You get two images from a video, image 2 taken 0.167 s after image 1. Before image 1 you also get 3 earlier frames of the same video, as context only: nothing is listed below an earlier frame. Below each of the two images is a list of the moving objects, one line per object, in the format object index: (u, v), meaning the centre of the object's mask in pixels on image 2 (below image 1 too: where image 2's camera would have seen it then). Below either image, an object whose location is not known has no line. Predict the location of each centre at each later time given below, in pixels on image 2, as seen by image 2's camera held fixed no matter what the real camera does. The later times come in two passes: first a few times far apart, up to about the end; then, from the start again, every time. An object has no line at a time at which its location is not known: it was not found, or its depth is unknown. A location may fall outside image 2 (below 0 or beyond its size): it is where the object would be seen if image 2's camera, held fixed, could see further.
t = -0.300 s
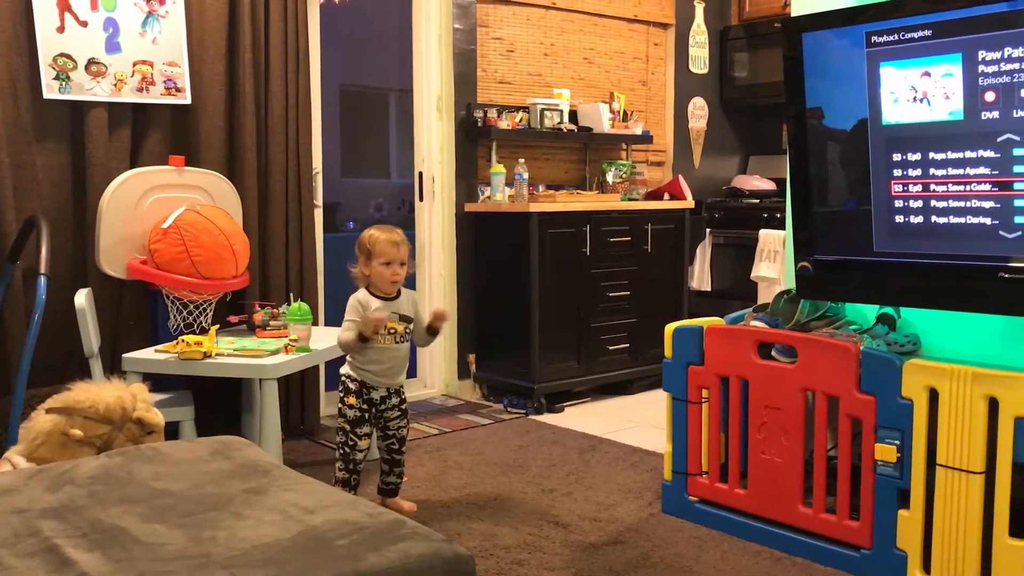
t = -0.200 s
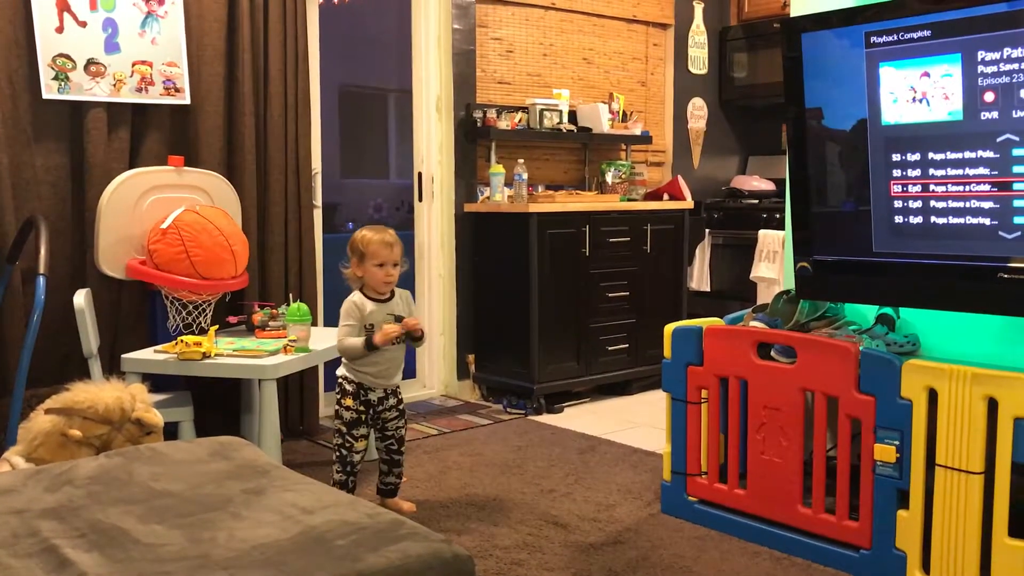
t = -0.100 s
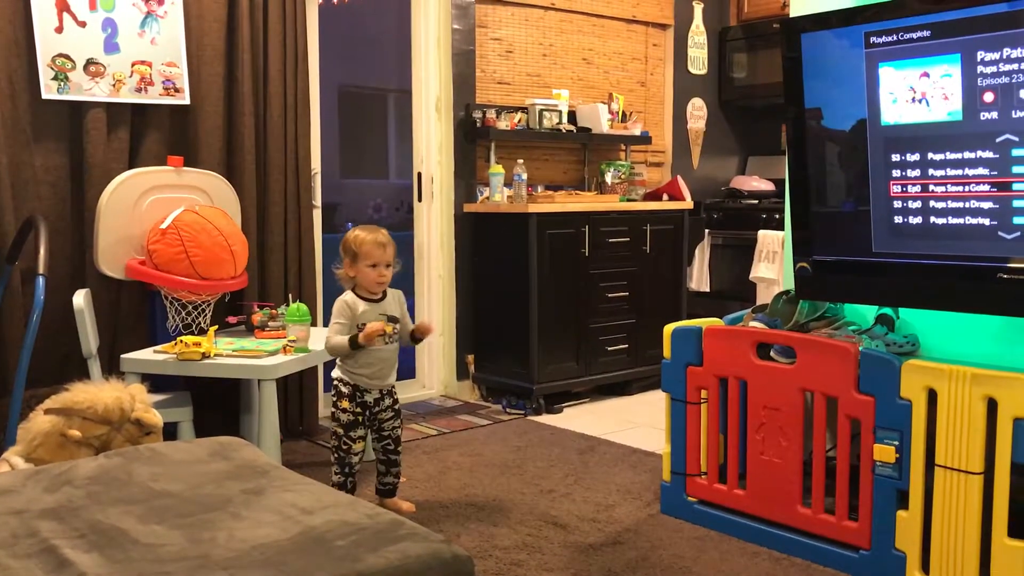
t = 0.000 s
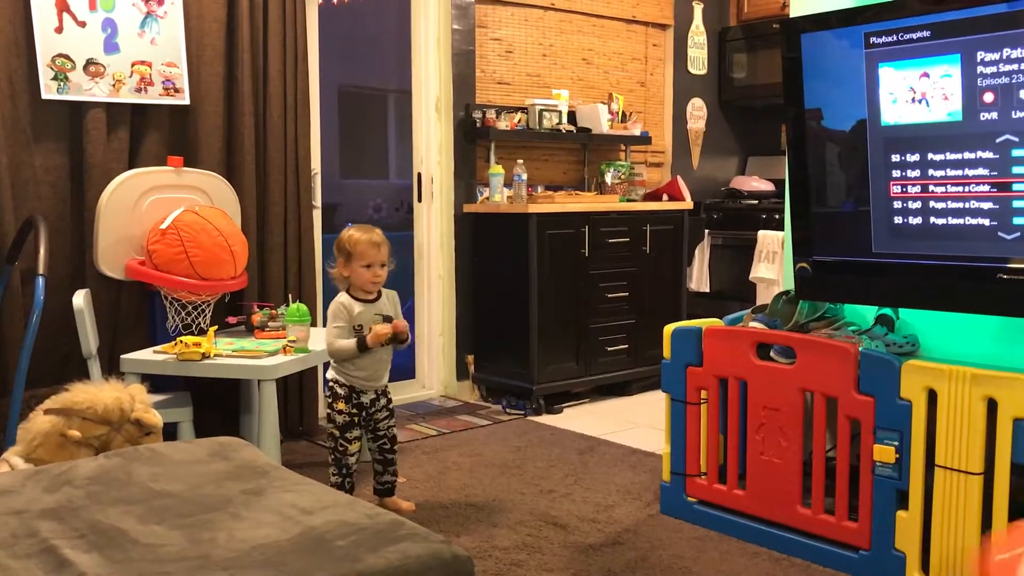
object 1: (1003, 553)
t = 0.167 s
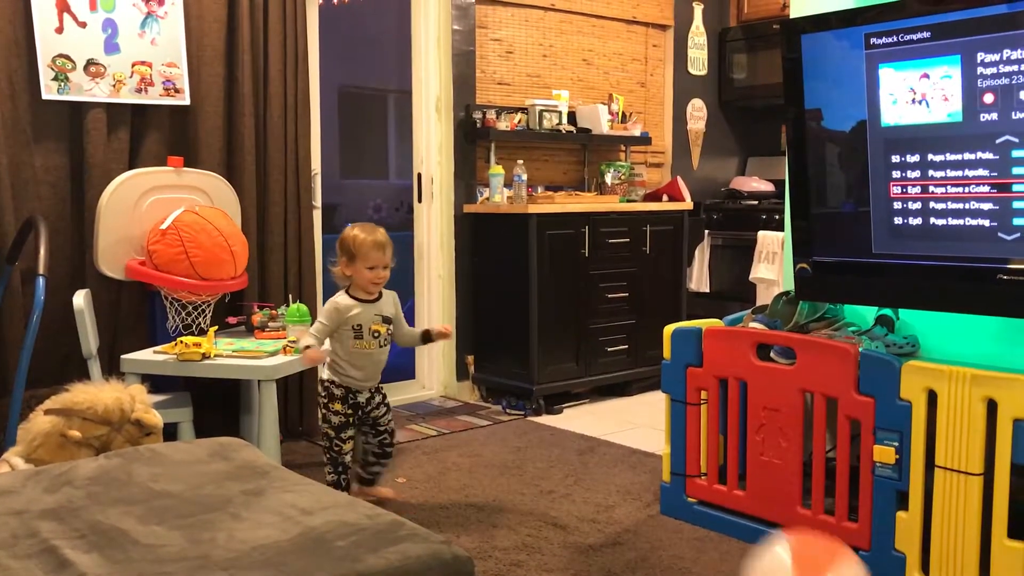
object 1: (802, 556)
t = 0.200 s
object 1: (786, 547)
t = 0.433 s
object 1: (668, 545)
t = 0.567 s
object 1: (628, 540)
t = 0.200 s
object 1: (786, 547)
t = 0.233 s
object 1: (769, 541)
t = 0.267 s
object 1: (750, 536)
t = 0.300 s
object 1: (732, 534)
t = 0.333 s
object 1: (714, 534)
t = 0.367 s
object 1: (697, 536)
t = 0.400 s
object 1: (682, 540)
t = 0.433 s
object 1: (668, 545)
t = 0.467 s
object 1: (653, 551)
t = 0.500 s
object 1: (640, 554)
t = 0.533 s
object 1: (634, 547)
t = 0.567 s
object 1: (628, 540)
